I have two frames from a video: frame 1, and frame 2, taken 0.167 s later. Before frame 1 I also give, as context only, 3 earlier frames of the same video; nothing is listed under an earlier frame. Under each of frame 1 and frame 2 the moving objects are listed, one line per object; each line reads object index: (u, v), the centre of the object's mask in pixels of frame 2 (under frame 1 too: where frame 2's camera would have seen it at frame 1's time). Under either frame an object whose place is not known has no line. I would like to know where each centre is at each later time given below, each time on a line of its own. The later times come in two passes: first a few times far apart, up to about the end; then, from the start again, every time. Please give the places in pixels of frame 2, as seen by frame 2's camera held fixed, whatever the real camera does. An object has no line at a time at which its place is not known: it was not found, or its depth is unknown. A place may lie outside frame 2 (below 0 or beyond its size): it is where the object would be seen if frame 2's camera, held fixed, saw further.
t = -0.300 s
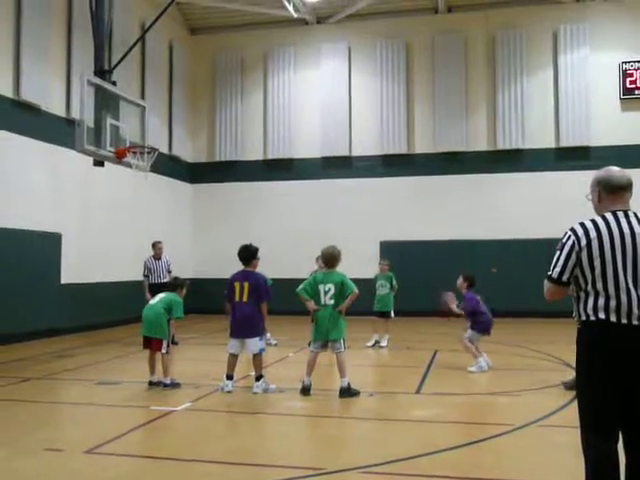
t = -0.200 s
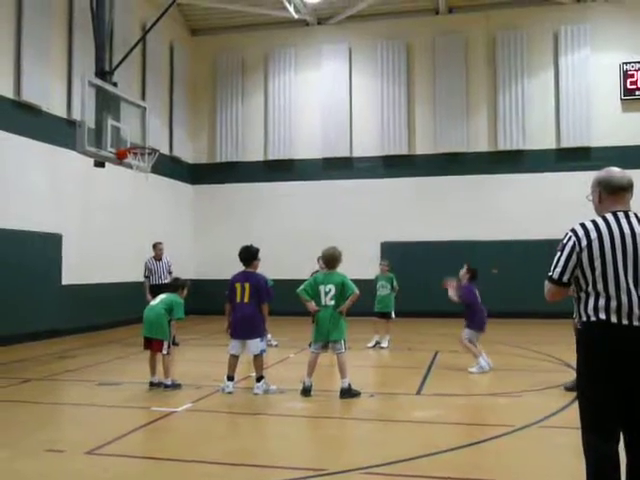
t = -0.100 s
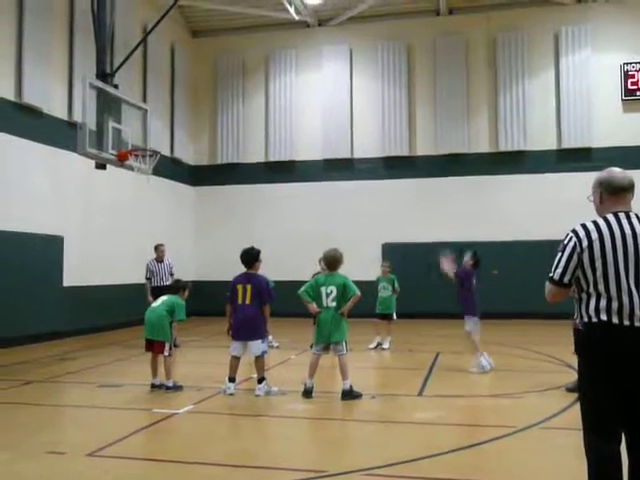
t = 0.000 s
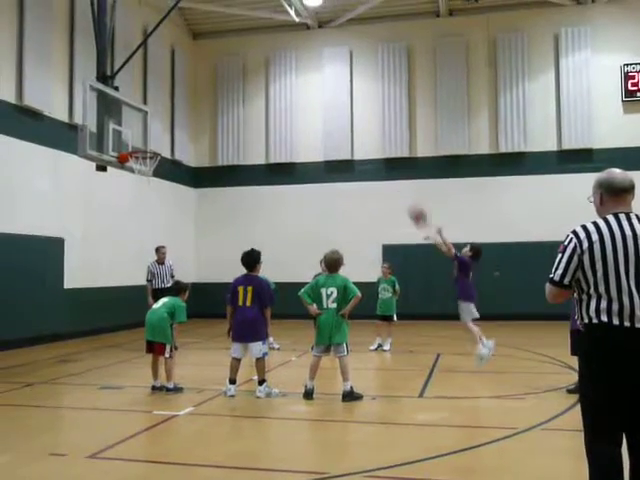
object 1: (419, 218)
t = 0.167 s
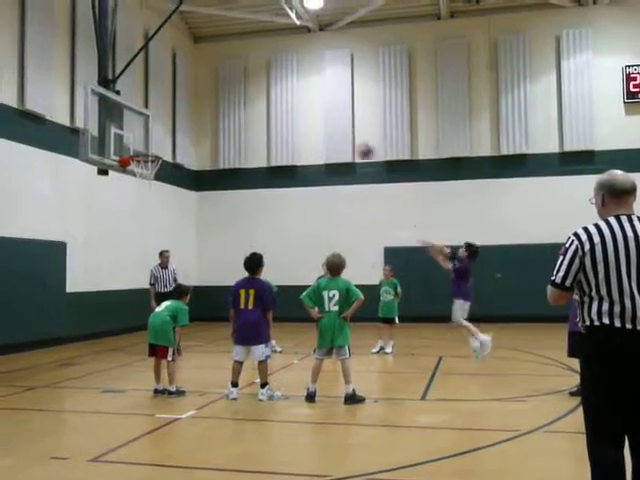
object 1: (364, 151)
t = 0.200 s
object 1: (355, 142)
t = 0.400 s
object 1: (295, 96)
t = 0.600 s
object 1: (239, 79)
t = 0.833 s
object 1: (179, 95)
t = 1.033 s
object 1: (128, 135)
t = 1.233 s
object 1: (153, 171)
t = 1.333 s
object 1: (151, 193)
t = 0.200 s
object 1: (355, 142)
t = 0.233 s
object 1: (344, 132)
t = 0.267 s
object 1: (334, 122)
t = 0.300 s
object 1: (324, 114)
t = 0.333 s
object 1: (314, 107)
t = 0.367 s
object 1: (305, 101)
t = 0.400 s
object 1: (295, 96)
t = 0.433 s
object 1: (286, 90)
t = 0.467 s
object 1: (275, 88)
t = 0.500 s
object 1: (266, 84)
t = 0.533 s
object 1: (257, 81)
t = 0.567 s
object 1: (247, 80)
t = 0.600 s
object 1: (239, 79)
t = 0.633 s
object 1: (229, 80)
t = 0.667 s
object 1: (221, 81)
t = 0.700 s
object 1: (211, 83)
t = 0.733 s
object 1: (204, 84)
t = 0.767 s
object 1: (196, 89)
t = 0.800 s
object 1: (188, 91)
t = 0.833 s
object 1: (179, 95)
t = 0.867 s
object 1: (168, 101)
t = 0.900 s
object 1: (160, 107)
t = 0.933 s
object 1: (153, 114)
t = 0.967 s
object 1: (143, 122)
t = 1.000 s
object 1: (136, 128)
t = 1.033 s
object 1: (128, 135)
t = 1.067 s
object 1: (130, 142)
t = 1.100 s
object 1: (137, 147)
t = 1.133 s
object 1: (144, 155)
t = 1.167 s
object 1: (153, 162)
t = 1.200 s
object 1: (153, 167)
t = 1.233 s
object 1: (153, 171)
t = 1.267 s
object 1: (150, 180)
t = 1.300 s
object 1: (151, 187)
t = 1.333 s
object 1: (151, 193)
